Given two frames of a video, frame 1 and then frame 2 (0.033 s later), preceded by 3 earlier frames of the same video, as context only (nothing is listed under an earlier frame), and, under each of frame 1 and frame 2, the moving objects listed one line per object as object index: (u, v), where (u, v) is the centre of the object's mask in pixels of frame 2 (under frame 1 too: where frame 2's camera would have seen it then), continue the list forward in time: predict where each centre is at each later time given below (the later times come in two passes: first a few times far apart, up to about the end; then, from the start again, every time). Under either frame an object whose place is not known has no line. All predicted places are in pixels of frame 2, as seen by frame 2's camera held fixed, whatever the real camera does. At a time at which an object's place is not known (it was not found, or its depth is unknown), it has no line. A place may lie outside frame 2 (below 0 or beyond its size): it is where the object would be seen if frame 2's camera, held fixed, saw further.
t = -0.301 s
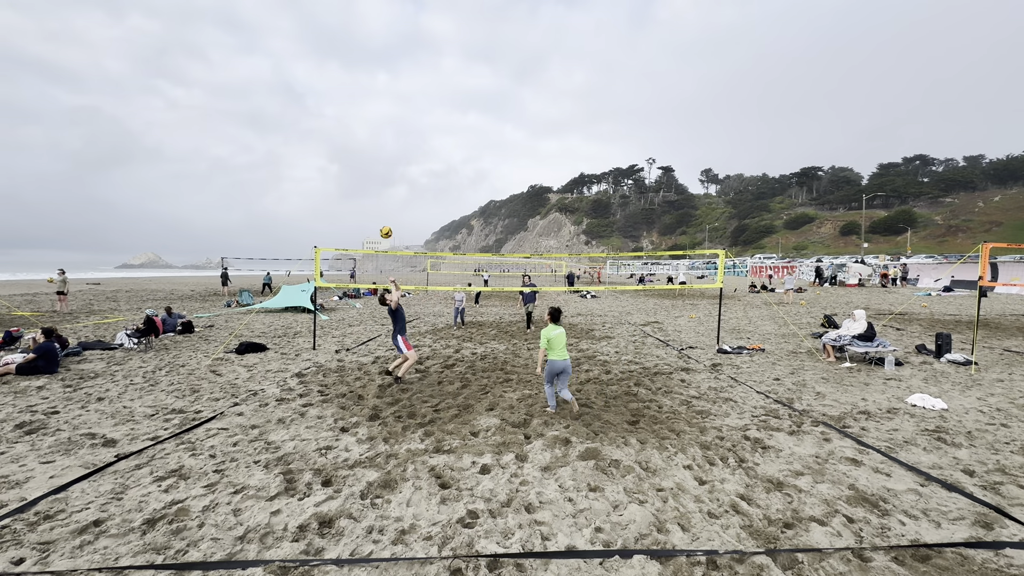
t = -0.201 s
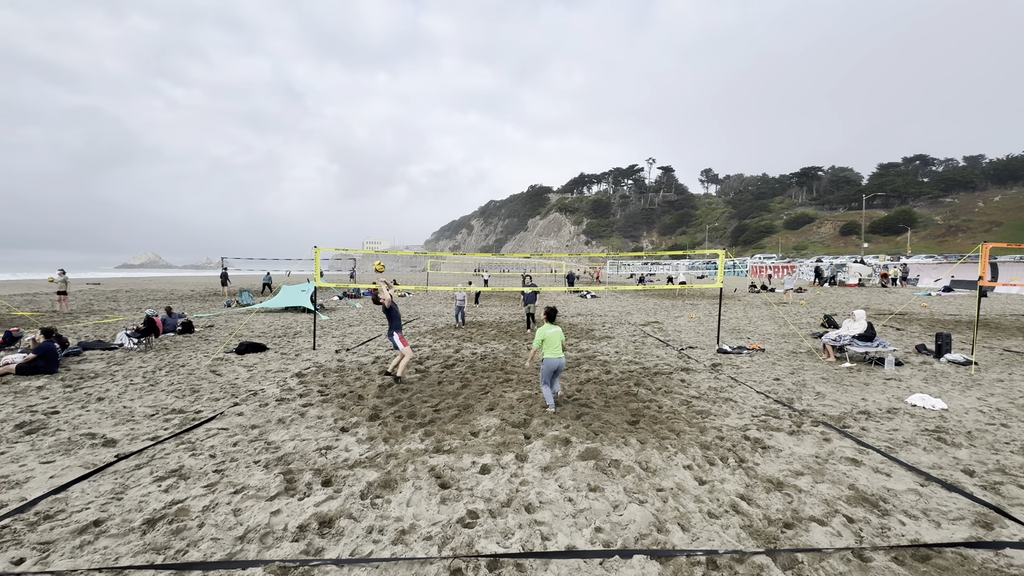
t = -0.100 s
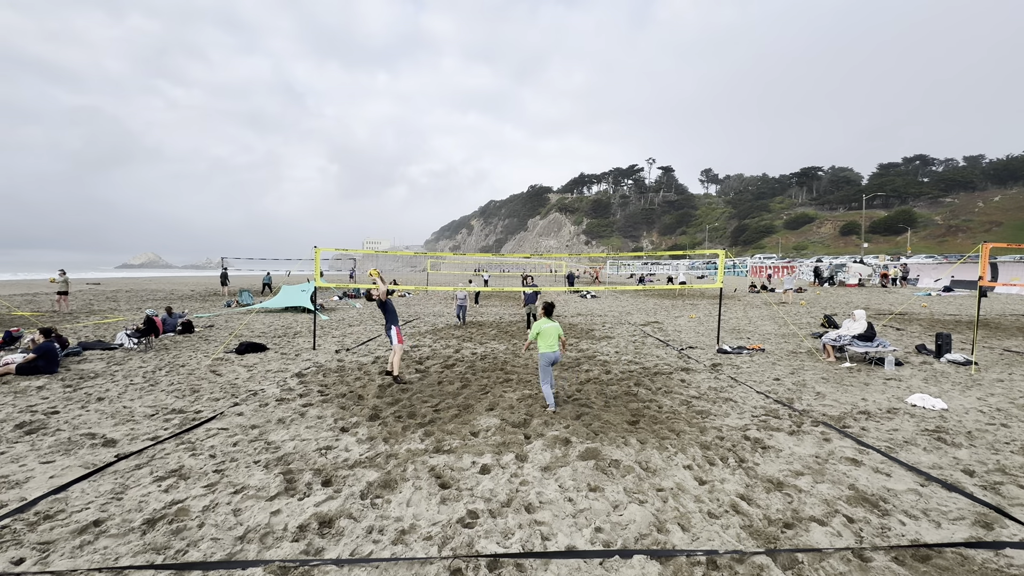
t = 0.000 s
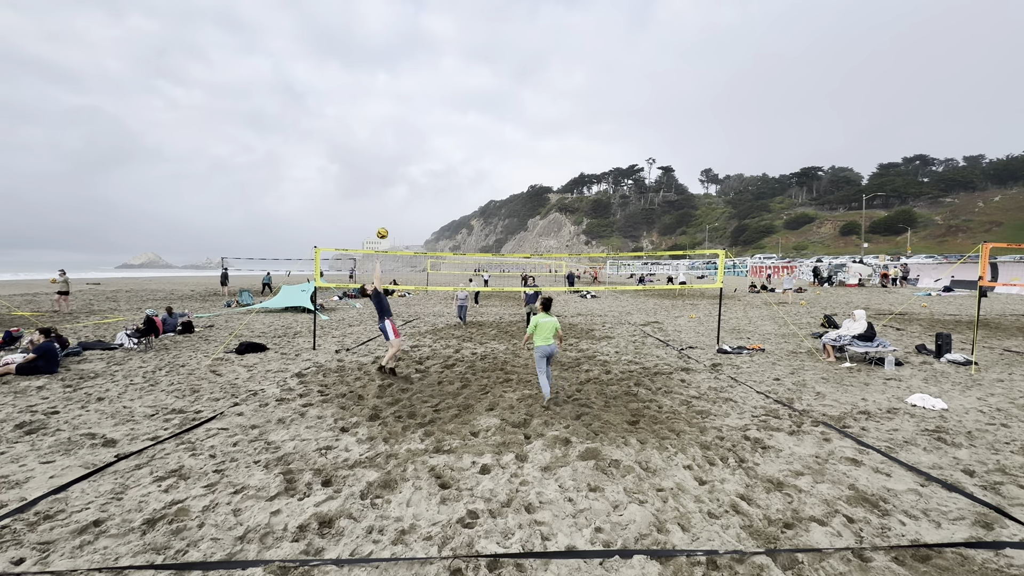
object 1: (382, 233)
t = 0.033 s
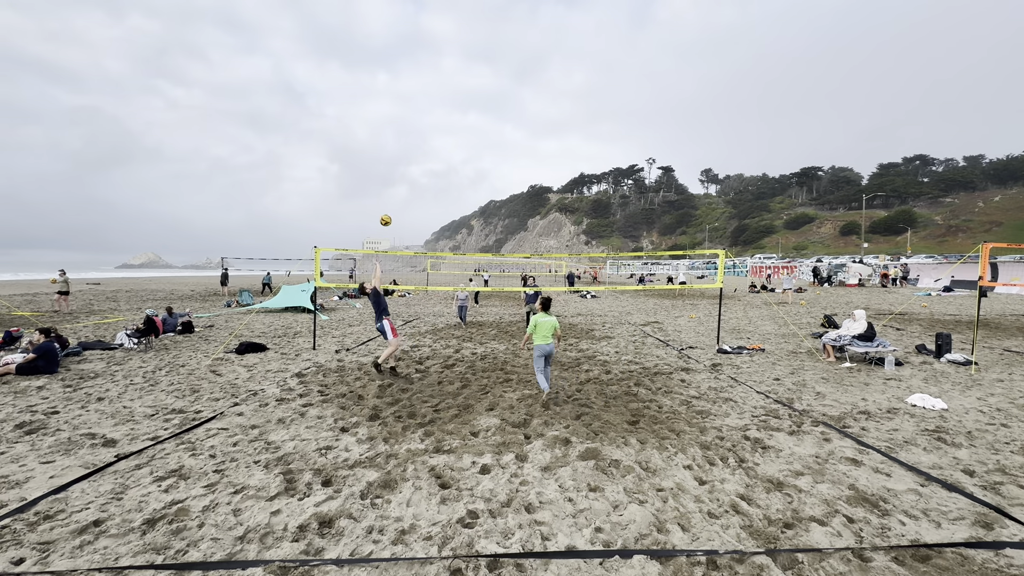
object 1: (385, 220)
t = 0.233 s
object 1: (405, 158)
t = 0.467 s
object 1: (427, 118)
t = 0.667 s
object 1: (445, 108)
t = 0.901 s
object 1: (465, 123)
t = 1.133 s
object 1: (483, 164)
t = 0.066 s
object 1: (389, 208)
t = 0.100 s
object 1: (392, 197)
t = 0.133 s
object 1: (395, 186)
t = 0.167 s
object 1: (399, 176)
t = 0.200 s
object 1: (402, 167)
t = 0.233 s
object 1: (405, 158)
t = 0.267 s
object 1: (408, 151)
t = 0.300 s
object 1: (411, 143)
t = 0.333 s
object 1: (414, 137)
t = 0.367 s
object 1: (418, 131)
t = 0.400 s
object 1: (420, 126)
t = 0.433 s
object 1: (424, 121)
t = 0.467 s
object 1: (427, 118)
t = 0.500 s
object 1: (430, 115)
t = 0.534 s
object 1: (433, 112)
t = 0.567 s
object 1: (436, 110)
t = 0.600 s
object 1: (439, 109)
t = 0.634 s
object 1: (442, 108)
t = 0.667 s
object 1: (445, 108)
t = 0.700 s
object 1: (448, 109)
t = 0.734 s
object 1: (451, 109)
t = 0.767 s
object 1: (453, 111)
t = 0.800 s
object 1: (456, 113)
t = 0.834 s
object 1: (459, 116)
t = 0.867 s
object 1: (462, 119)
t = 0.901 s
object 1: (465, 123)
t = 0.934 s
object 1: (467, 127)
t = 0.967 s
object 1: (470, 132)
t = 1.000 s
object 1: (473, 138)
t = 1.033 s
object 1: (475, 143)
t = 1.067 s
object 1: (478, 150)
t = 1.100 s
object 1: (481, 156)
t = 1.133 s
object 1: (483, 164)
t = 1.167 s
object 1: (486, 171)
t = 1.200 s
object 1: (489, 179)
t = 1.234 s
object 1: (491, 188)
